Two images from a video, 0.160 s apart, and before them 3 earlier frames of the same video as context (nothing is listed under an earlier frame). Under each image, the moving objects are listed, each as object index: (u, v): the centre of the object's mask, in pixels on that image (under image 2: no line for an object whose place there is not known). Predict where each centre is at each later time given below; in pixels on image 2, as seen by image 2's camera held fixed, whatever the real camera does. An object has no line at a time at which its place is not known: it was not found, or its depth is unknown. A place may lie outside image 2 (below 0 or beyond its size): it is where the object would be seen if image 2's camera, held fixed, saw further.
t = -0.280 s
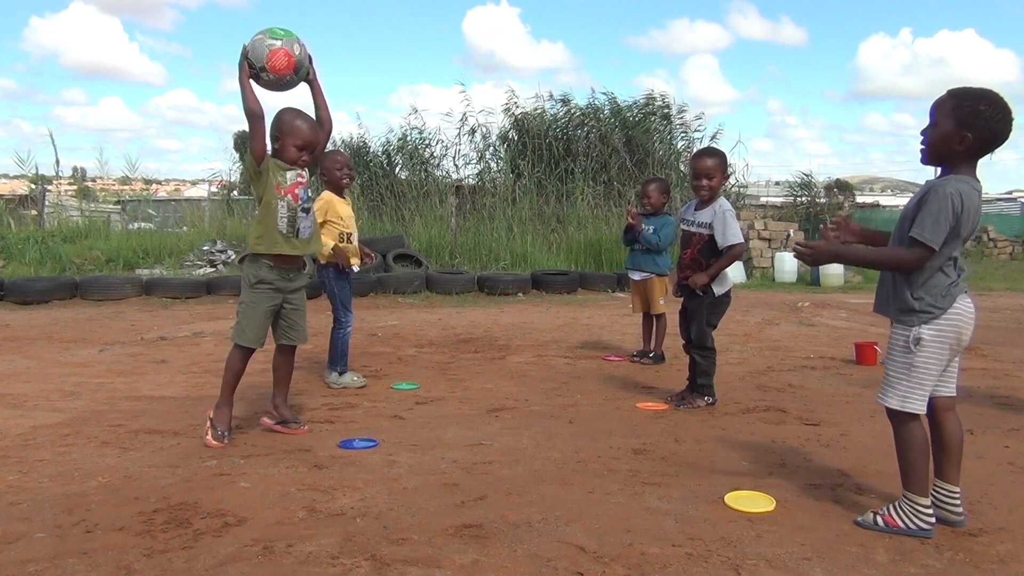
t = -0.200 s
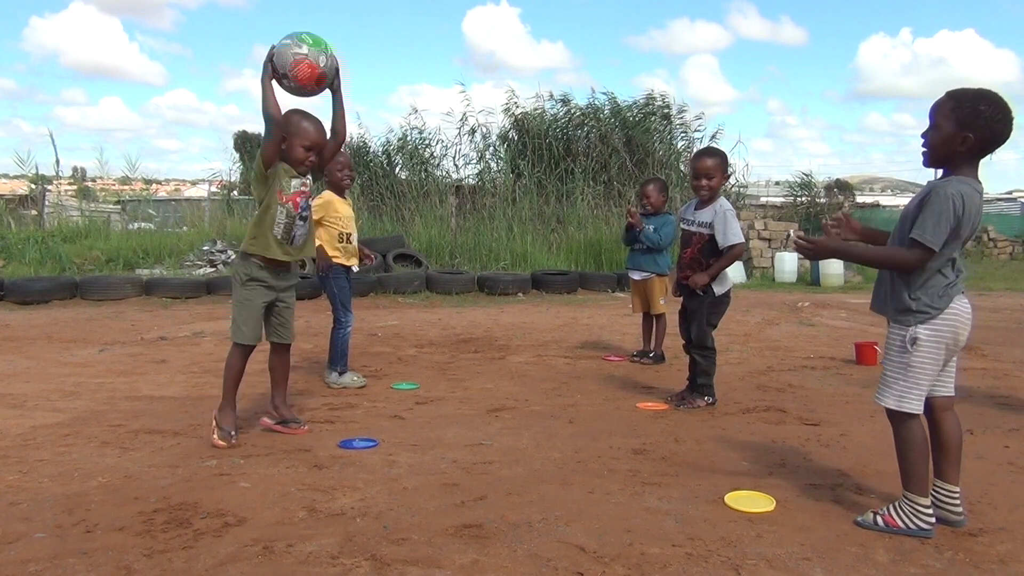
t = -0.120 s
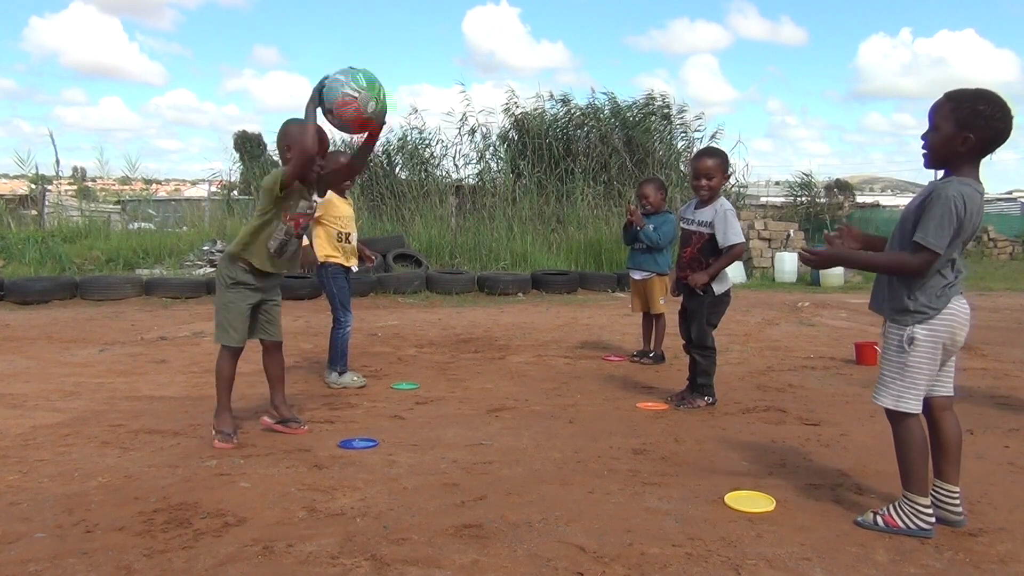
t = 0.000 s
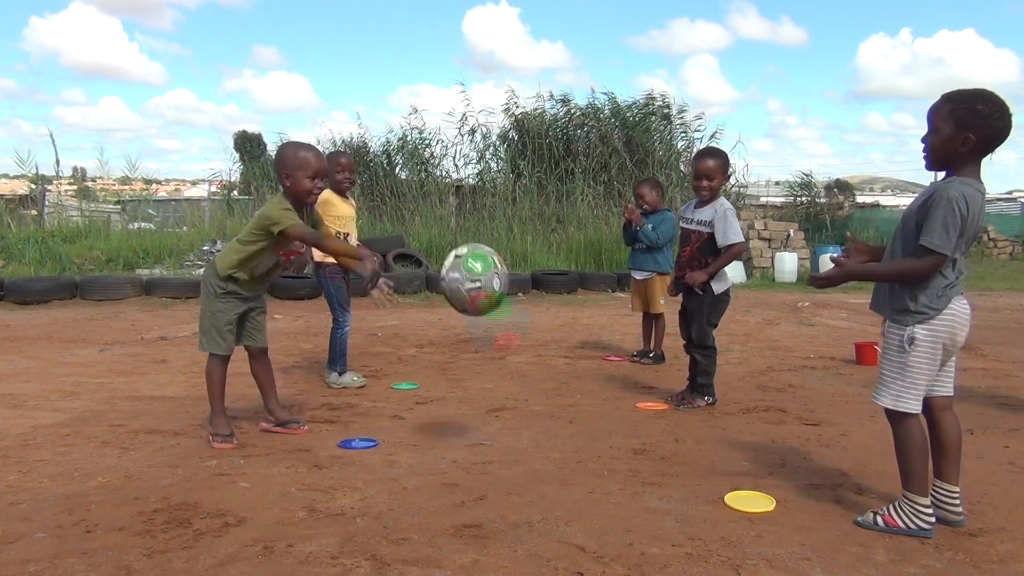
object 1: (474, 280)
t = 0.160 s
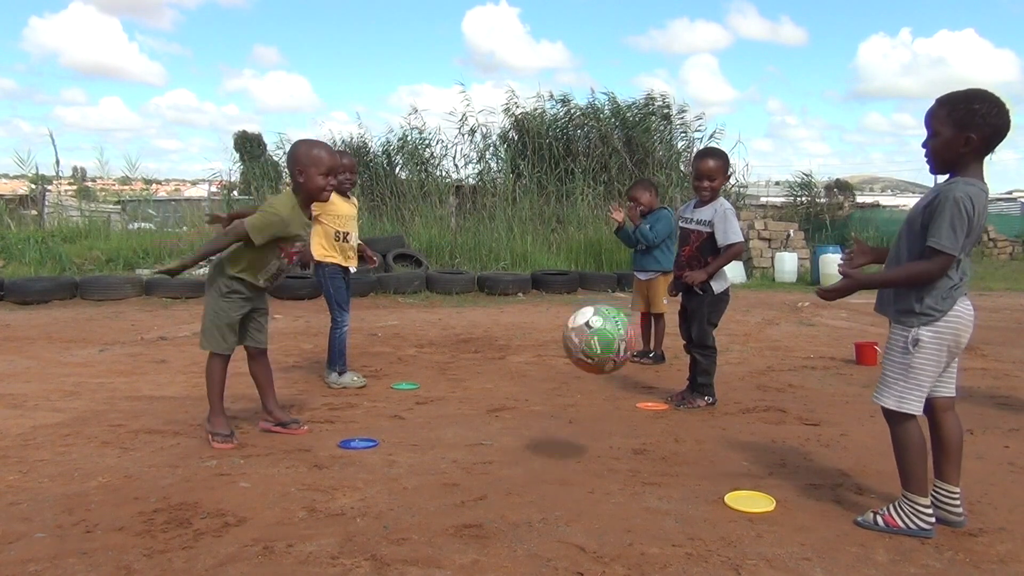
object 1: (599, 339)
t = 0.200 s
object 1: (618, 289)
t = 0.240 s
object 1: (639, 241)
